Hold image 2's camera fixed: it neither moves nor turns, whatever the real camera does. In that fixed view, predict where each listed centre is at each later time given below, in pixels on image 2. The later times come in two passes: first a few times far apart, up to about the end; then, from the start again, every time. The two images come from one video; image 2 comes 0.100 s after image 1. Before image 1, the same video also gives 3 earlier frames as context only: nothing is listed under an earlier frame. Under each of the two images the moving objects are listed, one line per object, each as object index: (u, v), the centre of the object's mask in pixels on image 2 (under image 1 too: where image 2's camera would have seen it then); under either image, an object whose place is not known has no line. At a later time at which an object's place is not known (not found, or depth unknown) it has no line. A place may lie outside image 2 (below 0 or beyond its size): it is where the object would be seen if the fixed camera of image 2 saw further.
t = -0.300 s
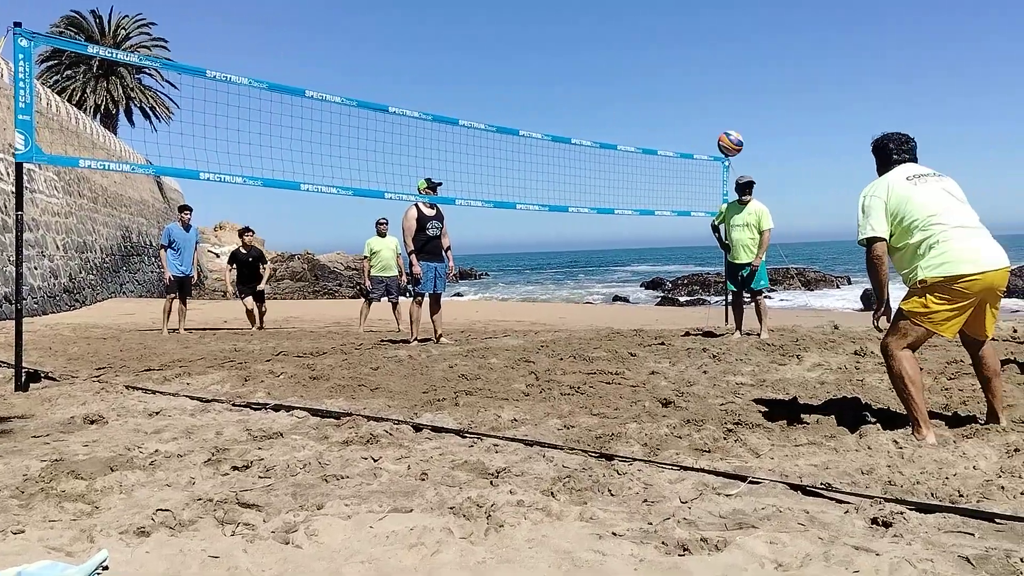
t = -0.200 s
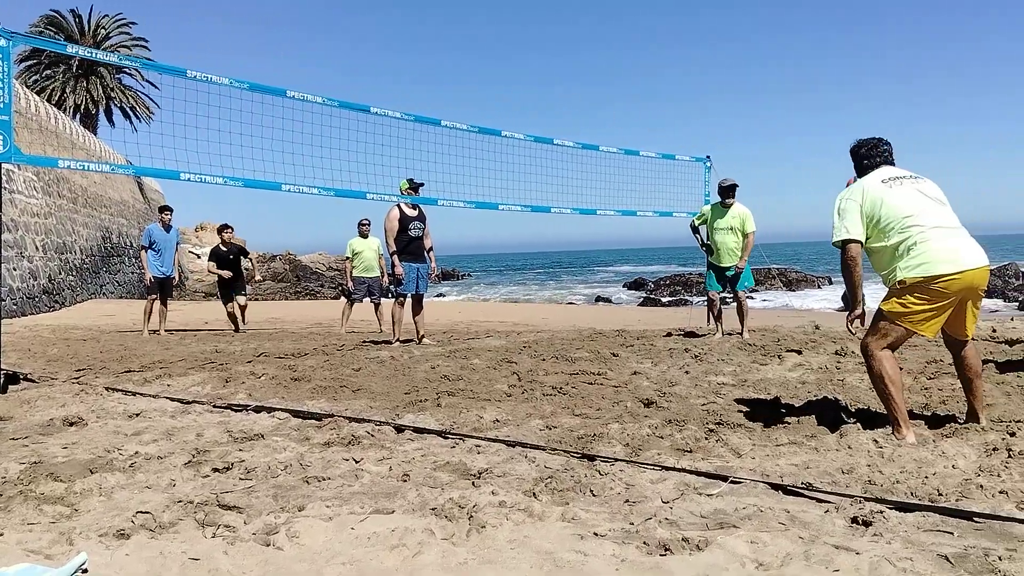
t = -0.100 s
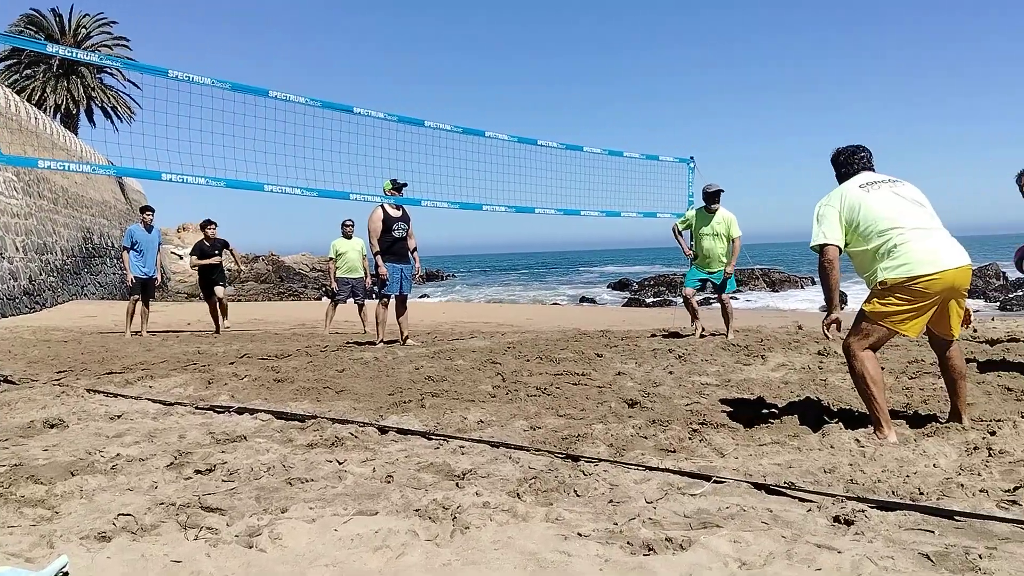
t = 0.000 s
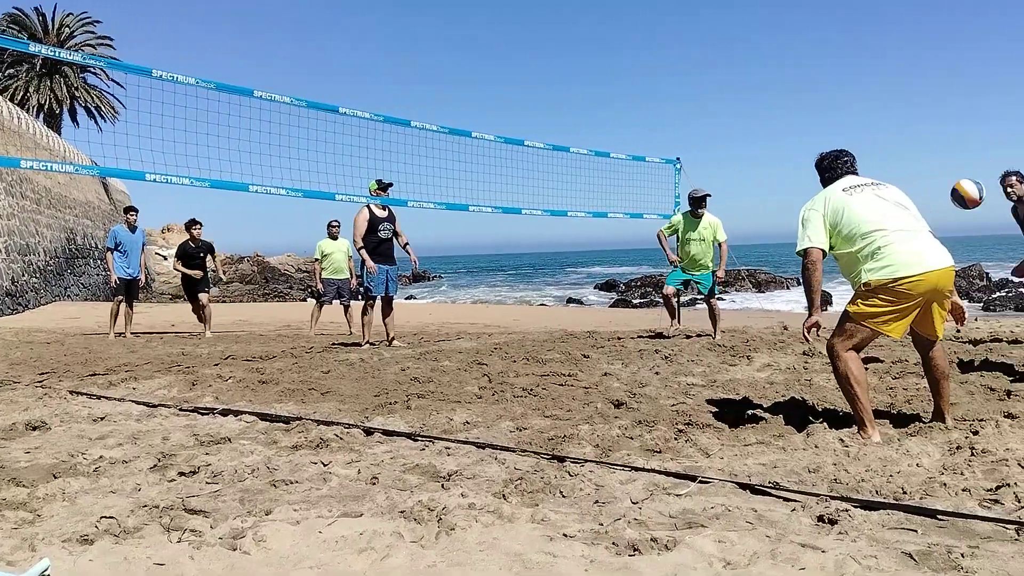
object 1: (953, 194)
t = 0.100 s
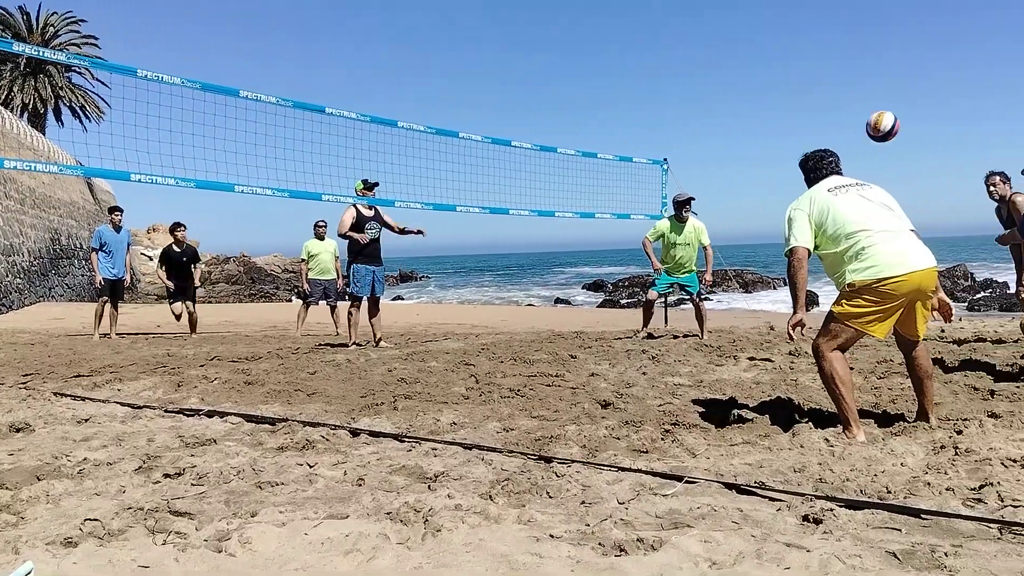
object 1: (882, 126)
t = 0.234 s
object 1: (793, 60)
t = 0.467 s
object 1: (643, 10)
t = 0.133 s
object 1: (859, 108)
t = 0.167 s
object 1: (837, 90)
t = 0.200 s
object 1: (814, 74)
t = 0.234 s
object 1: (793, 60)
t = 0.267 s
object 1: (770, 47)
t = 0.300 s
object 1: (749, 35)
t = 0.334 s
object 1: (727, 26)
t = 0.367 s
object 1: (706, 19)
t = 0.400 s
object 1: (685, 13)
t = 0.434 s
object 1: (664, 11)
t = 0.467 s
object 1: (643, 10)
